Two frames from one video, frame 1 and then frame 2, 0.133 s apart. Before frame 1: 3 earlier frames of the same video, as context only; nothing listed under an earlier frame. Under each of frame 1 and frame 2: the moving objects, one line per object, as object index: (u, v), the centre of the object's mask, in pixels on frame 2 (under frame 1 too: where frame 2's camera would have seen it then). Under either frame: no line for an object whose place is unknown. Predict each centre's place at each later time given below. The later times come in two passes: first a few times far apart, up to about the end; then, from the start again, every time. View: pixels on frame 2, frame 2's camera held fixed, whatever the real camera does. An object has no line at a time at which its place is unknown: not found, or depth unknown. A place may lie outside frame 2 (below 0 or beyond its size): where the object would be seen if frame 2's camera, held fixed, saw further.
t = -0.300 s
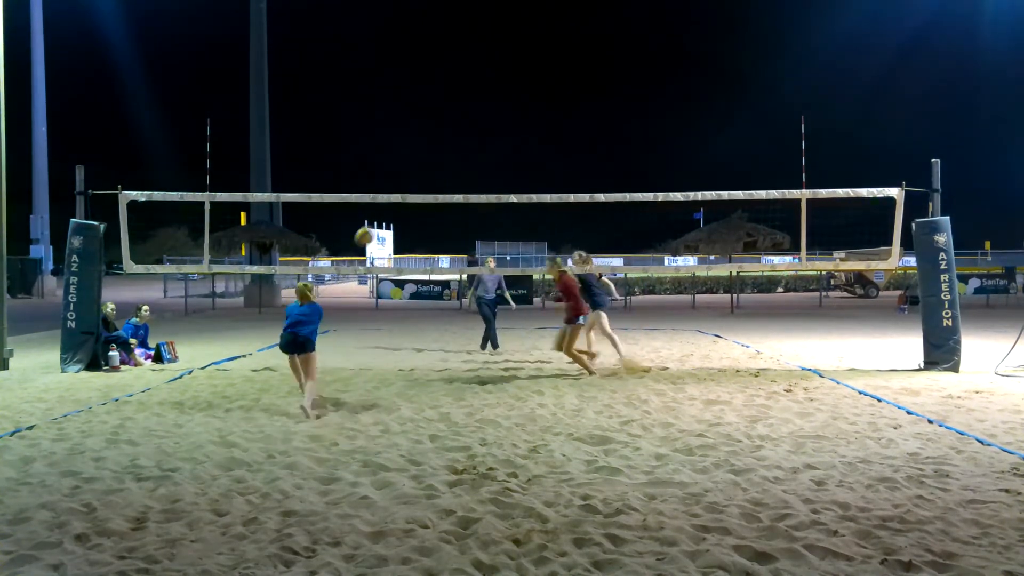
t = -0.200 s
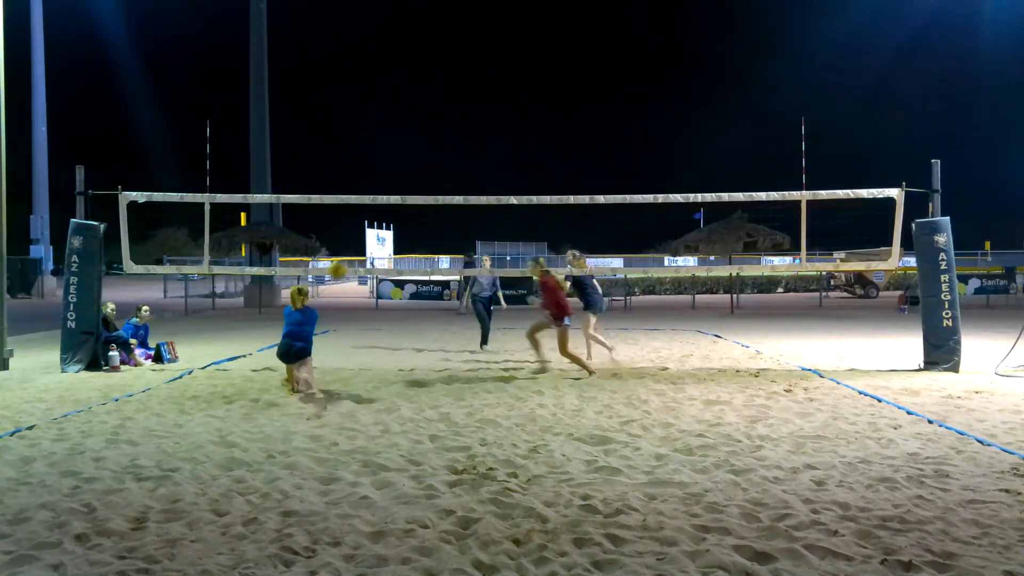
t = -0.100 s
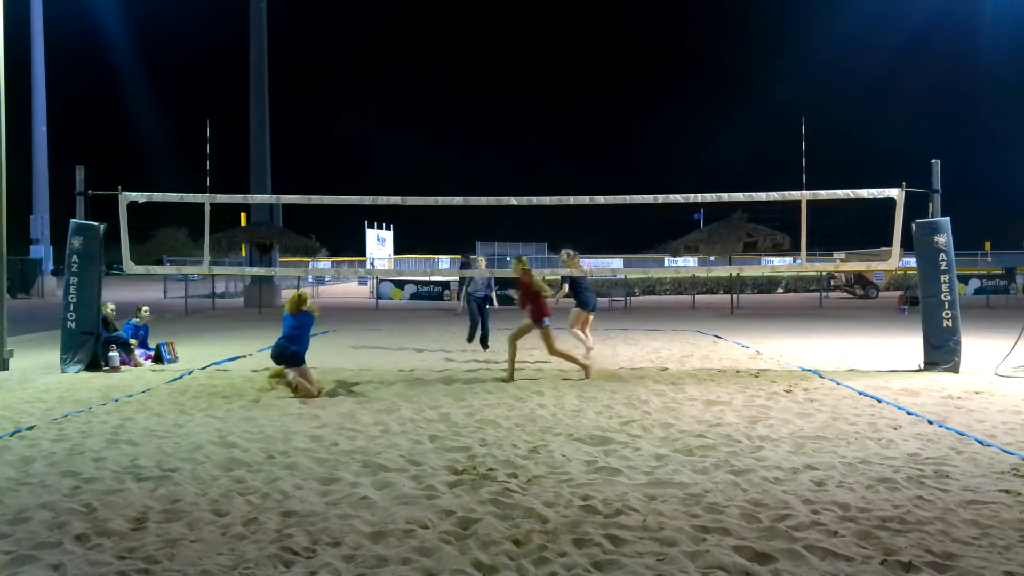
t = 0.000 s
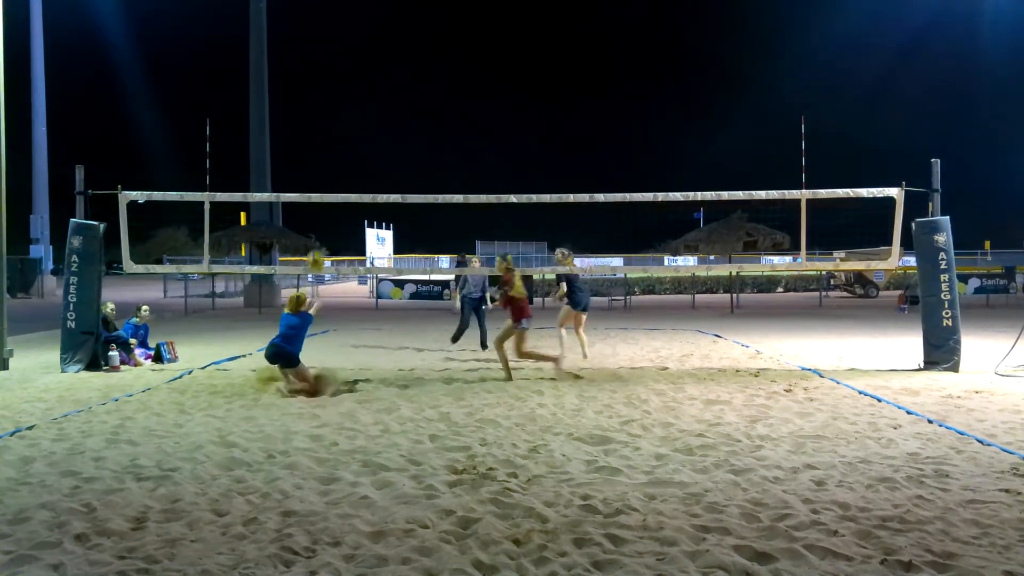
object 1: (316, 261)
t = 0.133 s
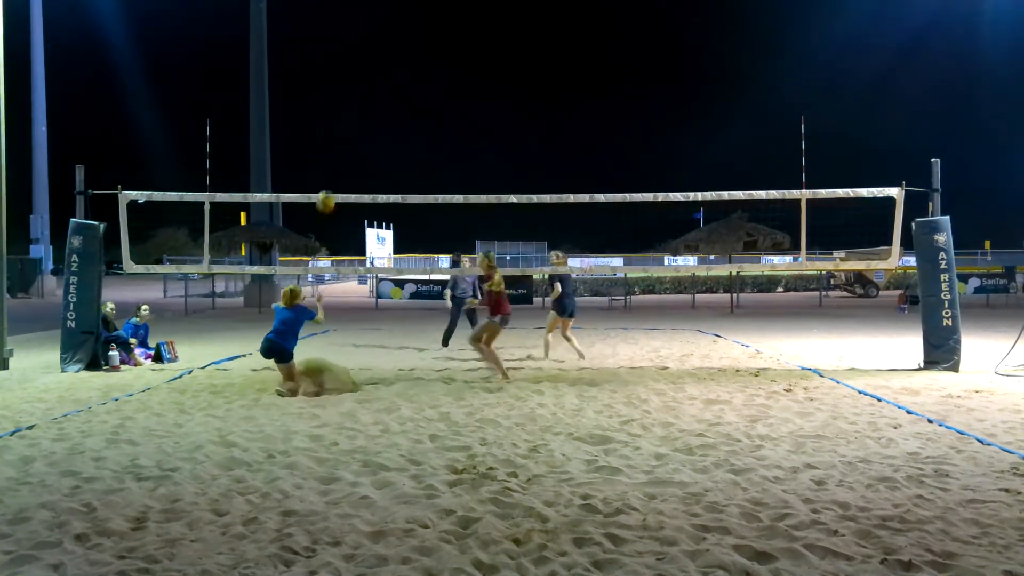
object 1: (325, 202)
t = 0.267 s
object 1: (334, 157)
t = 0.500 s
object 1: (345, 112)
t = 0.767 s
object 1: (352, 115)
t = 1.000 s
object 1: (354, 166)
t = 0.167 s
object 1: (328, 188)
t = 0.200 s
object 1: (330, 178)
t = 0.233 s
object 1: (332, 167)
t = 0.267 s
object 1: (334, 157)
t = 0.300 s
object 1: (336, 148)
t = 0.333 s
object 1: (337, 139)
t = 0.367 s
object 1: (339, 132)
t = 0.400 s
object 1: (341, 126)
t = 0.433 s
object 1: (342, 120)
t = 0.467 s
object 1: (343, 116)
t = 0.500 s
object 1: (345, 112)
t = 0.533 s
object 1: (346, 109)
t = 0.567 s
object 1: (347, 107)
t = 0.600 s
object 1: (348, 106)
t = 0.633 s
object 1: (349, 106)
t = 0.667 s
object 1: (350, 107)
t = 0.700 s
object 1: (351, 109)
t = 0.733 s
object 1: (351, 112)
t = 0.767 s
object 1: (352, 115)
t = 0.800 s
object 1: (353, 120)
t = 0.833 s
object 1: (353, 125)
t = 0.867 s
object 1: (354, 132)
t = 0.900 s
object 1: (354, 139)
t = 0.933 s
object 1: (354, 147)
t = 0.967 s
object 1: (354, 156)
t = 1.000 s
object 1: (354, 166)
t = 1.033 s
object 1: (354, 177)
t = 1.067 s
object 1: (354, 187)
